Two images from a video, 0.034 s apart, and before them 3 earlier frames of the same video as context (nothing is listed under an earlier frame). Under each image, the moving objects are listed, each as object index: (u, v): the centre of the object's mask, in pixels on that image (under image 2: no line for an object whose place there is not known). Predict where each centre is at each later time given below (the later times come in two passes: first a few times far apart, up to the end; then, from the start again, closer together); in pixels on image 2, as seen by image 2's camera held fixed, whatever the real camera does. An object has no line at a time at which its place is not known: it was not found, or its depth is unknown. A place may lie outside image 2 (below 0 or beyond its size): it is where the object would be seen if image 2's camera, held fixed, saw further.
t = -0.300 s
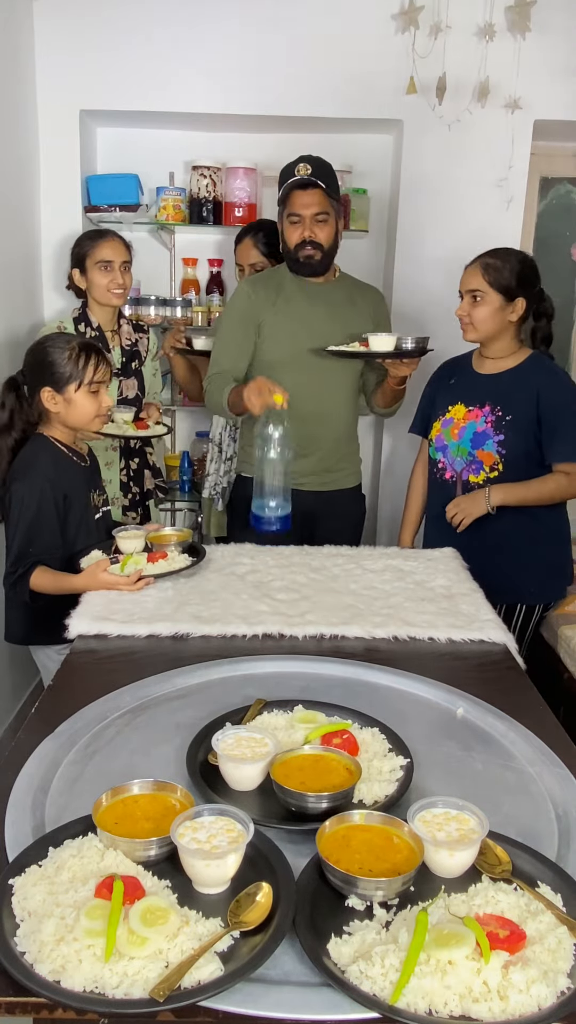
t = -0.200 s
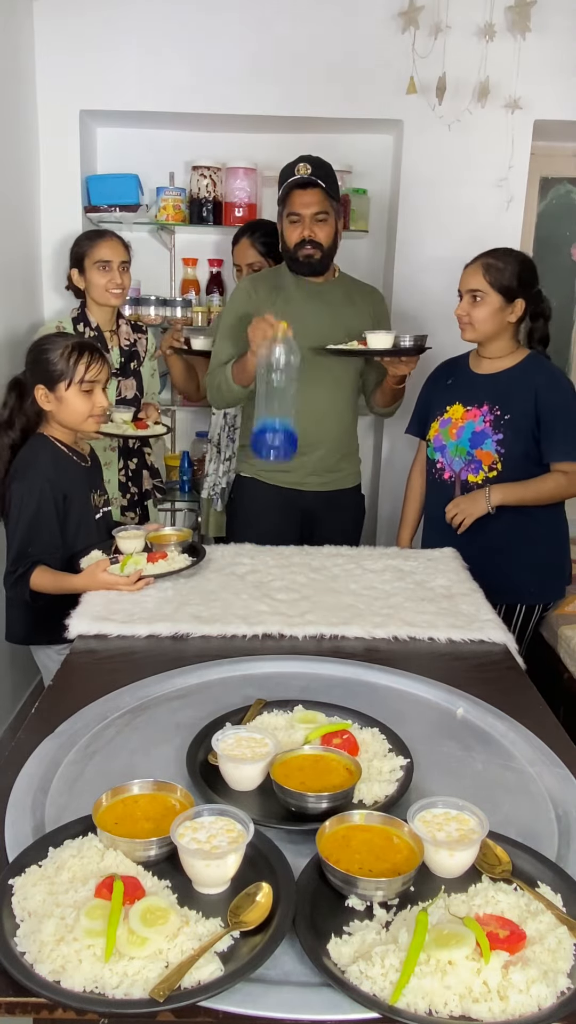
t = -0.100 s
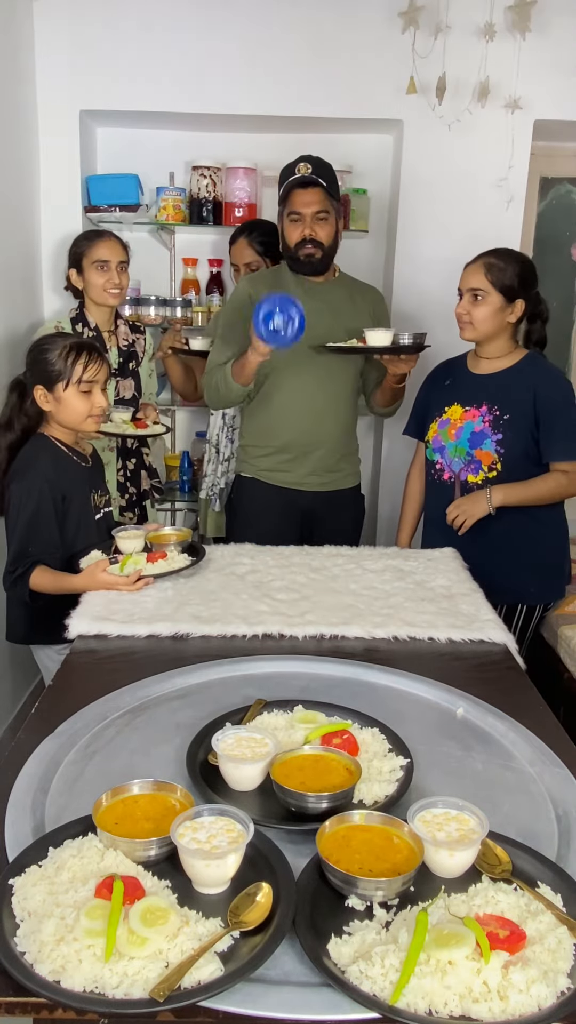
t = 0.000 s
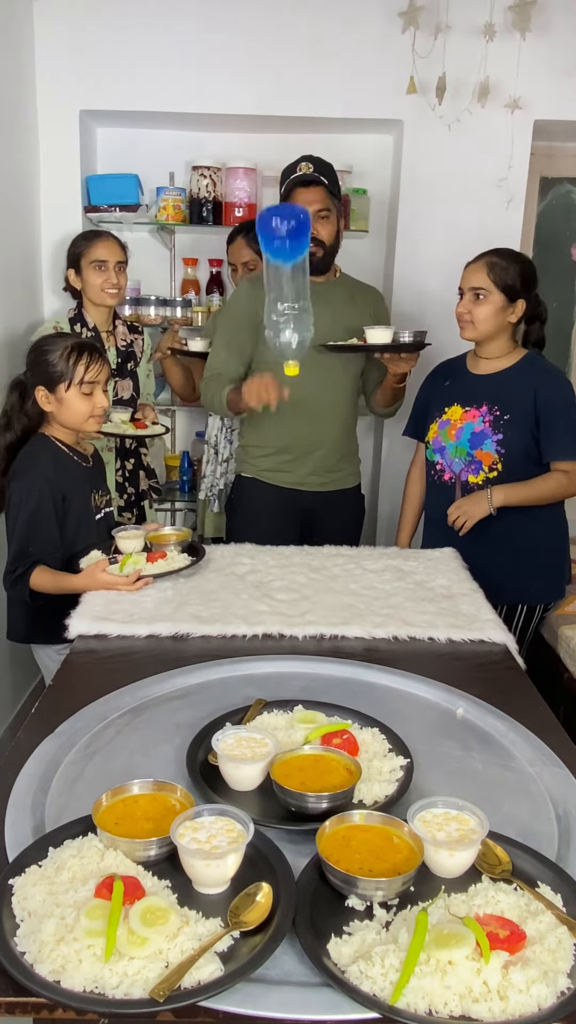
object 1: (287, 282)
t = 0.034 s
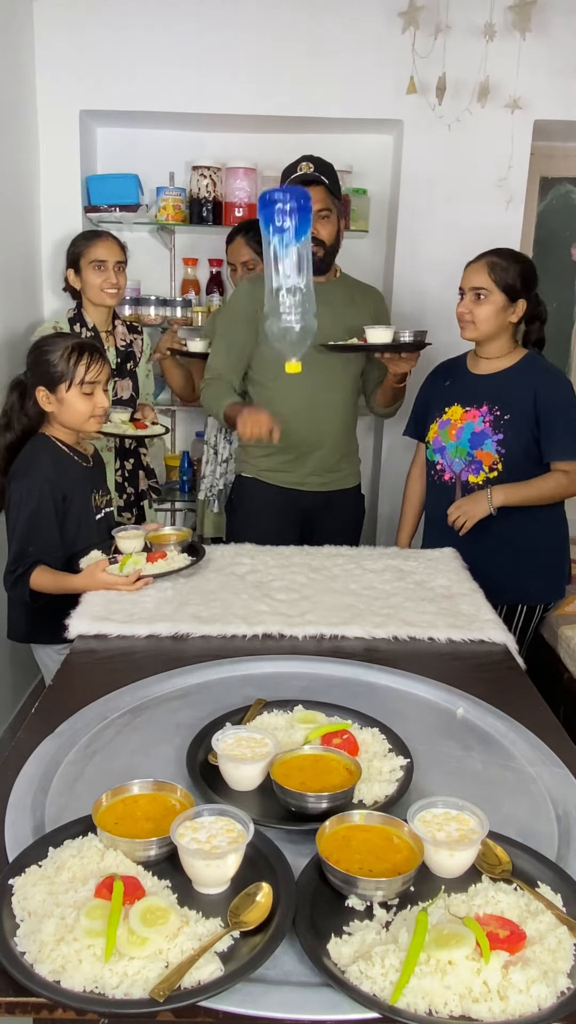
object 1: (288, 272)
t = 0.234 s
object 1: (290, 219)
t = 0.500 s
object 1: (288, 537)
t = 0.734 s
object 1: (288, 542)
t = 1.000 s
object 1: (288, 542)
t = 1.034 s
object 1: (289, 542)
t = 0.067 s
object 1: (289, 257)
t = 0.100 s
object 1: (290, 241)
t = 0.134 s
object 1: (291, 225)
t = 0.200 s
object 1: (290, 212)
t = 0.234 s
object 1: (290, 219)
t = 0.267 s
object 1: (290, 239)
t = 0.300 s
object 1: (290, 271)
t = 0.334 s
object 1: (289, 312)
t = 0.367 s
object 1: (289, 360)
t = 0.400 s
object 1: (288, 419)
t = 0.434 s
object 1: (288, 475)
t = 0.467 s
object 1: (287, 537)
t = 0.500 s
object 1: (288, 537)
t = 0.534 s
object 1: (287, 539)
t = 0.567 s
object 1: (287, 540)
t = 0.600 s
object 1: (288, 540)
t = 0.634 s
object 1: (289, 541)
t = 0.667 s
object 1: (289, 542)
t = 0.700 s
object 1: (289, 542)
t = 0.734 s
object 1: (288, 542)
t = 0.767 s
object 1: (288, 542)
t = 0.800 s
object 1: (288, 542)
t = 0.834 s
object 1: (289, 542)
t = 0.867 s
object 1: (289, 542)
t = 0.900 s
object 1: (288, 542)
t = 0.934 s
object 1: (288, 542)
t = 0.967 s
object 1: (288, 542)
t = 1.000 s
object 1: (288, 542)
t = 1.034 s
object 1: (289, 542)
